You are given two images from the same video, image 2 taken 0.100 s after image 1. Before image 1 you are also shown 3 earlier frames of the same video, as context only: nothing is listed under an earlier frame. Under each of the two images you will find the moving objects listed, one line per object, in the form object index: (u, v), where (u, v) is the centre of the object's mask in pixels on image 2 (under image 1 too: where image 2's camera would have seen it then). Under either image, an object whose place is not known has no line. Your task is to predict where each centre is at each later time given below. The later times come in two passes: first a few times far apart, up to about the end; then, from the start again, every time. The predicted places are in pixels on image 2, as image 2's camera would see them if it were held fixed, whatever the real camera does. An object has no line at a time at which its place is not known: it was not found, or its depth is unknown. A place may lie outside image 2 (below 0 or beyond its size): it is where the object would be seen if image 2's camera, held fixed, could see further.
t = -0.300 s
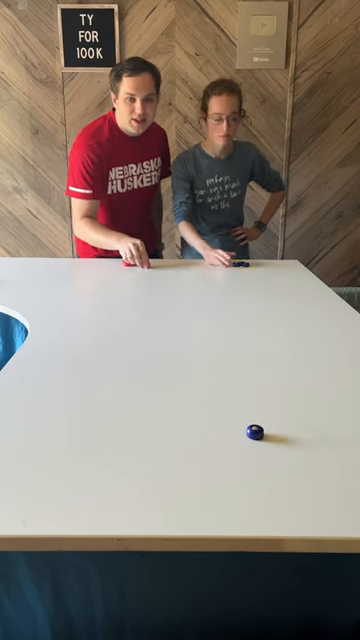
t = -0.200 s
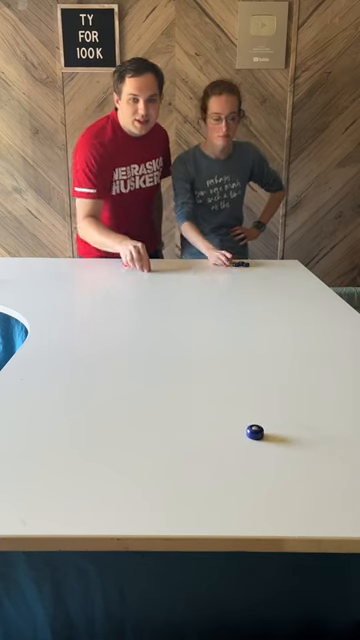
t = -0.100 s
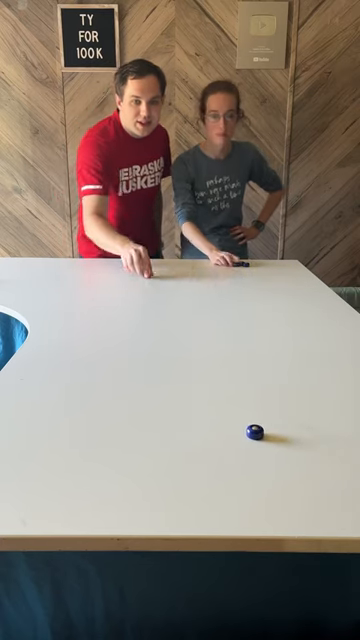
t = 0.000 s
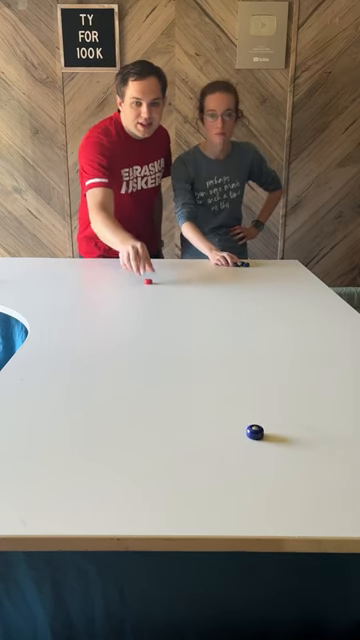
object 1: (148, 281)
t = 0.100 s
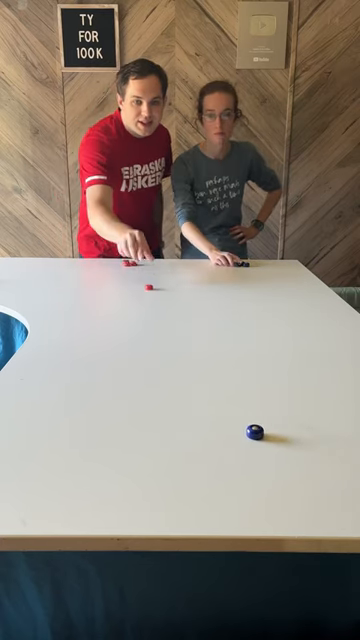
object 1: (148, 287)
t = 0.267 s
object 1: (150, 297)
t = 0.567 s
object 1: (155, 318)
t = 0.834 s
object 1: (161, 340)
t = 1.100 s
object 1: (167, 363)
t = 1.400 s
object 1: (177, 390)
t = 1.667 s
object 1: (185, 412)
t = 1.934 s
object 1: (192, 429)
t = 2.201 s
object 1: (196, 438)
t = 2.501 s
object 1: (197, 439)
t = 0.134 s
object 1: (149, 289)
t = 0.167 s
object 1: (149, 291)
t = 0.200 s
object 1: (149, 293)
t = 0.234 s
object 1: (150, 295)
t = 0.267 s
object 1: (150, 297)
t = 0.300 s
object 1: (150, 299)
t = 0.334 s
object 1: (151, 302)
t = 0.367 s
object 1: (151, 304)
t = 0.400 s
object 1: (152, 306)
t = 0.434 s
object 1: (152, 308)
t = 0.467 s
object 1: (153, 311)
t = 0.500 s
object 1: (153, 313)
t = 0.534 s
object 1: (154, 316)
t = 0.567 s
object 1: (155, 318)
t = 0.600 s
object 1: (155, 321)
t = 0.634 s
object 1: (156, 324)
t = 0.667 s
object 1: (157, 326)
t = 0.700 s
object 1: (157, 329)
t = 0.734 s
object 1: (158, 331)
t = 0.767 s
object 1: (159, 334)
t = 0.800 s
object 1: (160, 337)
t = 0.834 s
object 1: (161, 340)
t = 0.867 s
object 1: (161, 343)
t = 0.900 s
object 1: (162, 345)
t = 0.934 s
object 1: (163, 348)
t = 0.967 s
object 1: (164, 351)
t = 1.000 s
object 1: (165, 354)
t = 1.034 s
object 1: (166, 357)
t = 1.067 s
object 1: (167, 360)
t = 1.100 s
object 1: (167, 363)
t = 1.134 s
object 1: (169, 366)
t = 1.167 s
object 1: (169, 369)
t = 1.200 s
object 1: (170, 372)
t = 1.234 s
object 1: (172, 375)
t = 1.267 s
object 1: (172, 378)
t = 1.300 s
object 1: (173, 381)
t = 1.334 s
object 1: (175, 384)
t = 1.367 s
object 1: (176, 387)
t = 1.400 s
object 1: (177, 390)
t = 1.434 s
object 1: (178, 393)
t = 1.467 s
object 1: (179, 395)
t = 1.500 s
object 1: (180, 398)
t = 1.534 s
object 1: (181, 401)
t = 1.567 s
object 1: (182, 404)
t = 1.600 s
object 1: (183, 407)
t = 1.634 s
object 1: (184, 409)
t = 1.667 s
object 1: (185, 412)
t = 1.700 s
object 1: (186, 414)
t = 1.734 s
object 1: (187, 416)
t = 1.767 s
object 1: (188, 419)
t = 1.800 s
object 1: (189, 421)
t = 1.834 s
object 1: (190, 423)
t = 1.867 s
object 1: (190, 425)
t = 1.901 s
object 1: (191, 427)
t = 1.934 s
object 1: (192, 429)
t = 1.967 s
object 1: (192, 431)
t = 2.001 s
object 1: (193, 432)
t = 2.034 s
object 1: (194, 433)
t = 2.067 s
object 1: (194, 434)
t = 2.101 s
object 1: (195, 435)
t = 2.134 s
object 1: (195, 436)
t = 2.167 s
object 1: (196, 437)
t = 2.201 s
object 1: (196, 438)
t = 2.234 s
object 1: (196, 438)
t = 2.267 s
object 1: (196, 438)
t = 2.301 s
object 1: (197, 439)
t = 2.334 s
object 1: (197, 439)
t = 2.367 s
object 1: (197, 439)
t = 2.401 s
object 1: (197, 439)
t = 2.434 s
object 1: (197, 439)
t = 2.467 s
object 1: (197, 439)
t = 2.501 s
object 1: (197, 439)
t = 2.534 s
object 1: (197, 439)
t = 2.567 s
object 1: (197, 439)
